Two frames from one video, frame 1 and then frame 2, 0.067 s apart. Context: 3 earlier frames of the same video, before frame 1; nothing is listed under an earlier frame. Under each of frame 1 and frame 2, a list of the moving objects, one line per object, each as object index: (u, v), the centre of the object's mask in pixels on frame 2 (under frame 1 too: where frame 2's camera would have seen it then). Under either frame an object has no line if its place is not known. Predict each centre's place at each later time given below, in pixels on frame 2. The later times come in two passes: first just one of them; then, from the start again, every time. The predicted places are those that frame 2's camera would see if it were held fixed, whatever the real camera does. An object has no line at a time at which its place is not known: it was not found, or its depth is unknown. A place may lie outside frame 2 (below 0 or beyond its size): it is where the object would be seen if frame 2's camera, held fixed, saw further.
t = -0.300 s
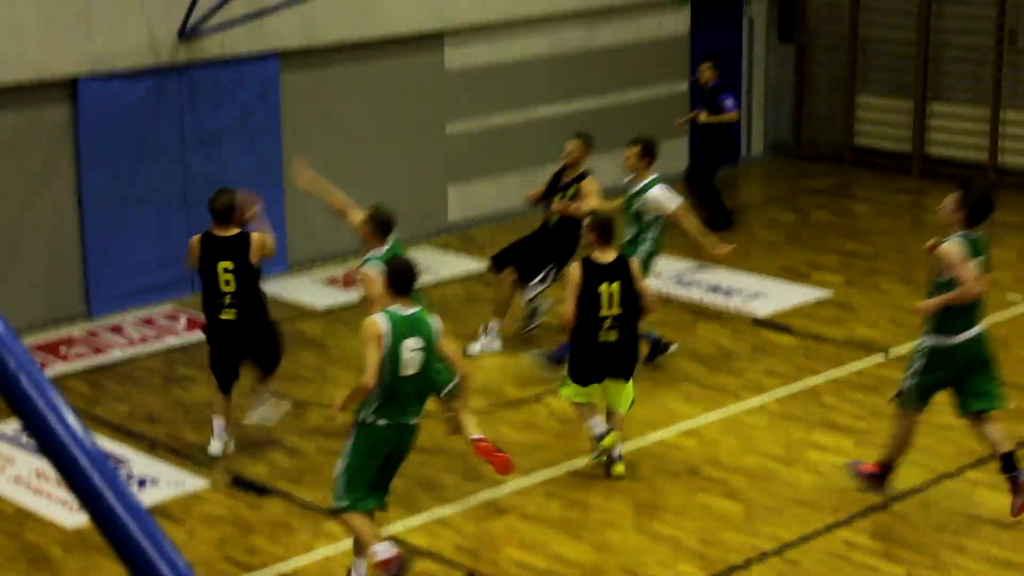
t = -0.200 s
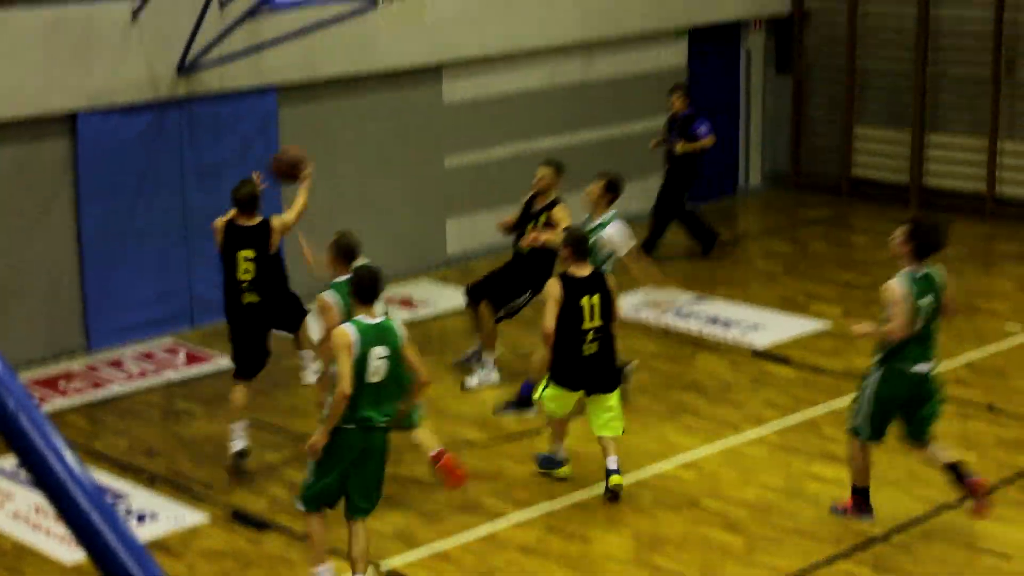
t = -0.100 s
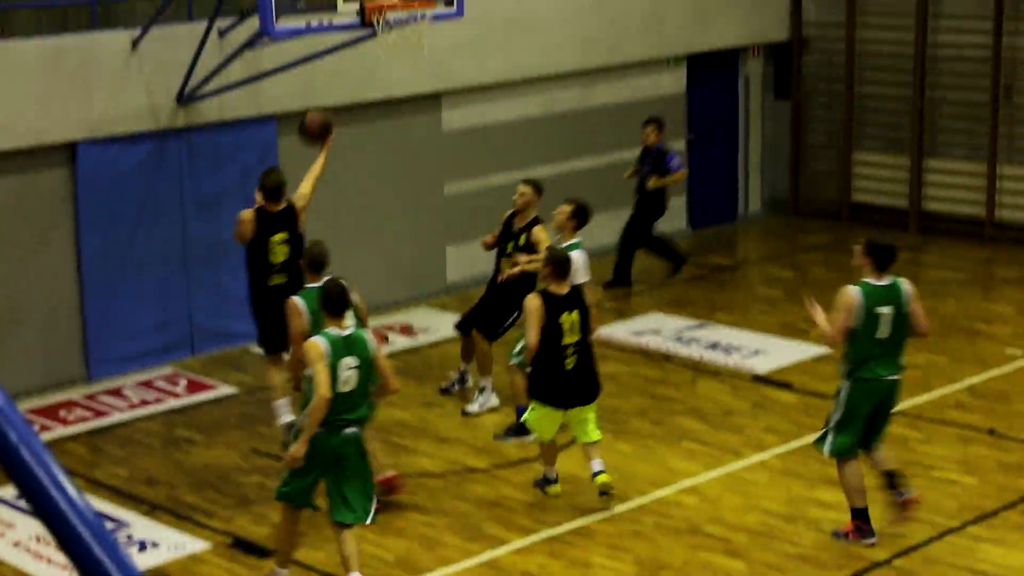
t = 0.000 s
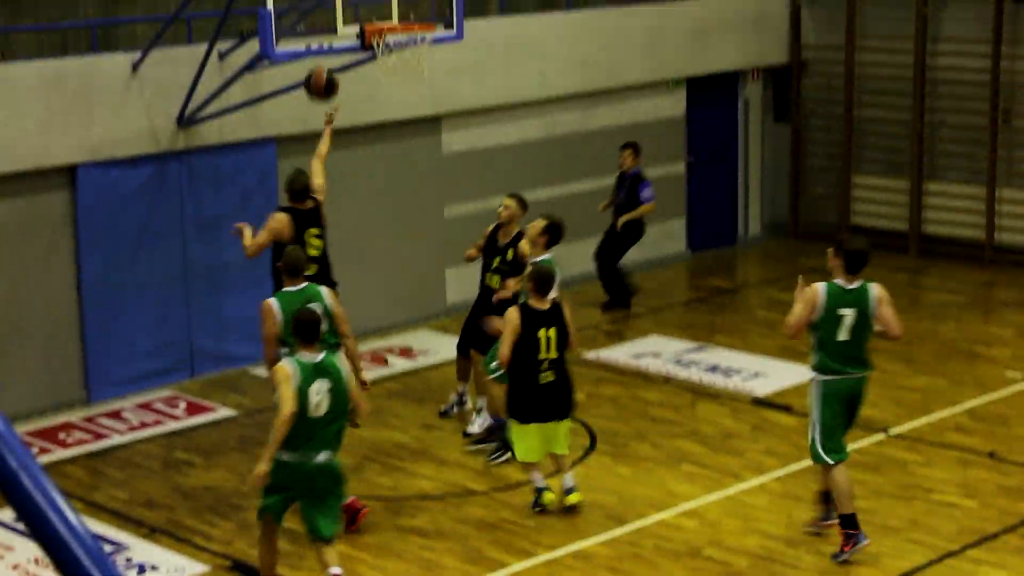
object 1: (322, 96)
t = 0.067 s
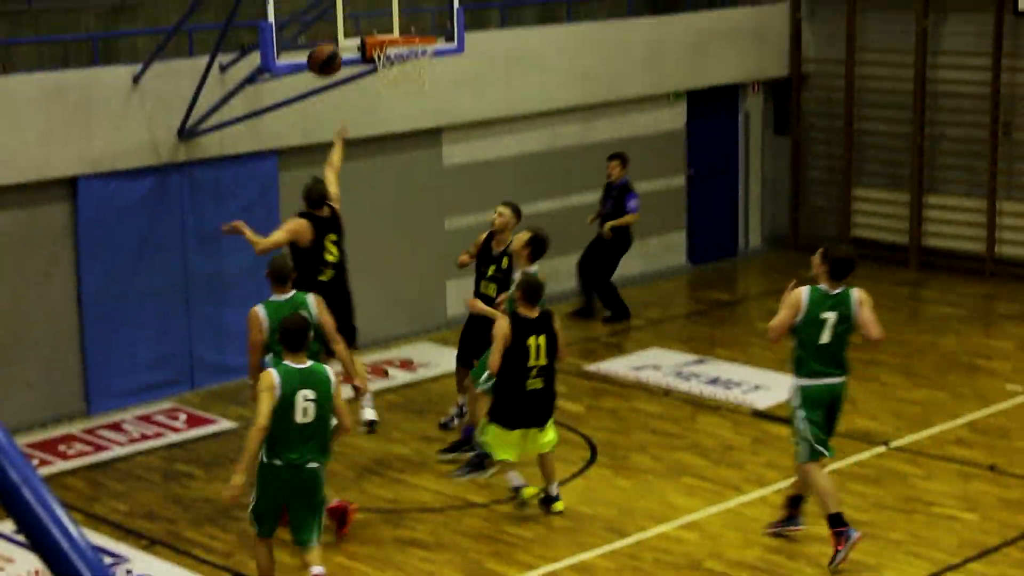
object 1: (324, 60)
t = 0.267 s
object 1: (356, 15)
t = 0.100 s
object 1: (325, 44)
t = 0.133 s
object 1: (326, 33)
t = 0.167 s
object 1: (333, 25)
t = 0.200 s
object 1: (339, 20)
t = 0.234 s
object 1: (348, 17)
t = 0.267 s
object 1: (356, 15)
